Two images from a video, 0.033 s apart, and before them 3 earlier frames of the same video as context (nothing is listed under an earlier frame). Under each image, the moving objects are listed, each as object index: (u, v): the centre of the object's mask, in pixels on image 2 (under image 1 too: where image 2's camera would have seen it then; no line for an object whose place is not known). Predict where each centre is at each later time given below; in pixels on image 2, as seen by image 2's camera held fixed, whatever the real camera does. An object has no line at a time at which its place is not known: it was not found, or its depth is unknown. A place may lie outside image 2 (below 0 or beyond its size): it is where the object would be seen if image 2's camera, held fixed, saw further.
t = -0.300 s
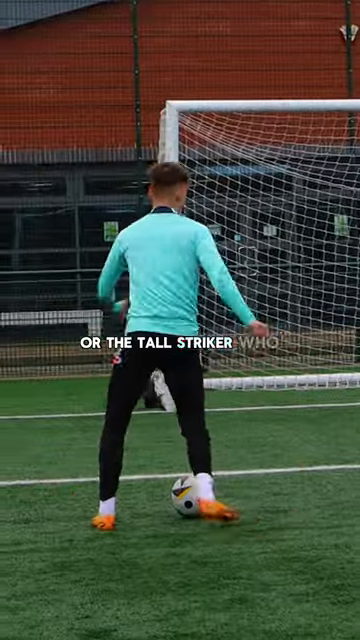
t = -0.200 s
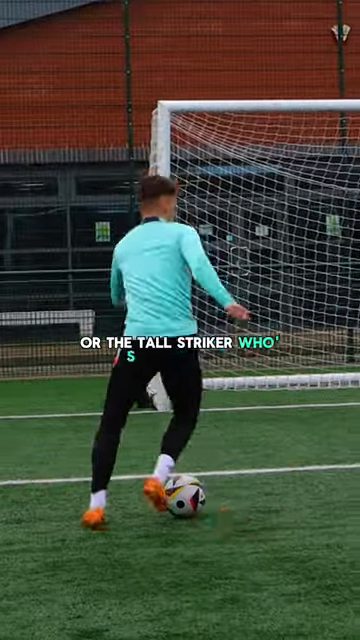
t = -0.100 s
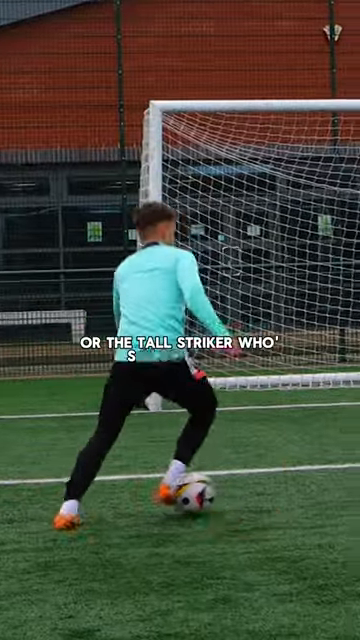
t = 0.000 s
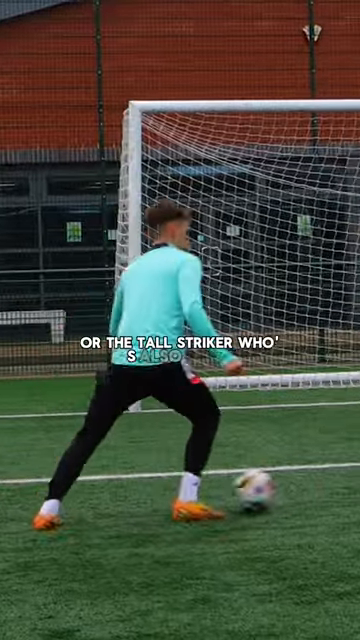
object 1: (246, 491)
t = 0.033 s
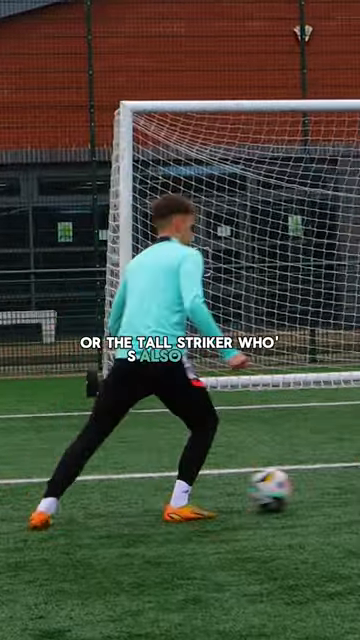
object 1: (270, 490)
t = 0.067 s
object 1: (294, 490)
